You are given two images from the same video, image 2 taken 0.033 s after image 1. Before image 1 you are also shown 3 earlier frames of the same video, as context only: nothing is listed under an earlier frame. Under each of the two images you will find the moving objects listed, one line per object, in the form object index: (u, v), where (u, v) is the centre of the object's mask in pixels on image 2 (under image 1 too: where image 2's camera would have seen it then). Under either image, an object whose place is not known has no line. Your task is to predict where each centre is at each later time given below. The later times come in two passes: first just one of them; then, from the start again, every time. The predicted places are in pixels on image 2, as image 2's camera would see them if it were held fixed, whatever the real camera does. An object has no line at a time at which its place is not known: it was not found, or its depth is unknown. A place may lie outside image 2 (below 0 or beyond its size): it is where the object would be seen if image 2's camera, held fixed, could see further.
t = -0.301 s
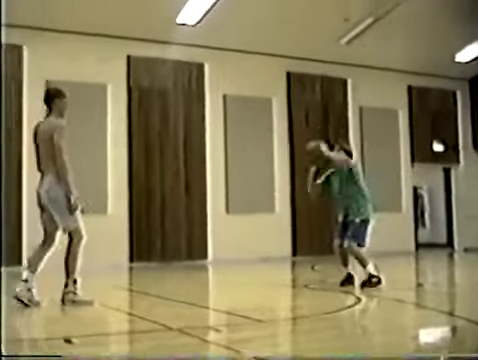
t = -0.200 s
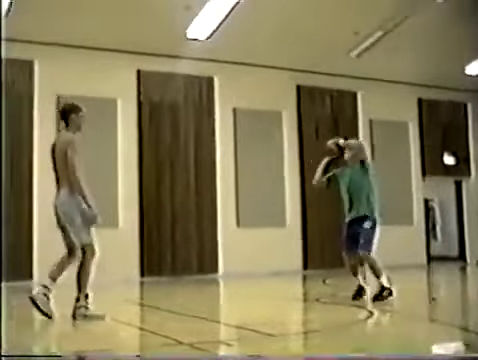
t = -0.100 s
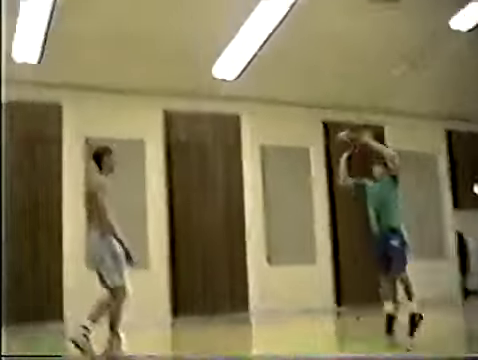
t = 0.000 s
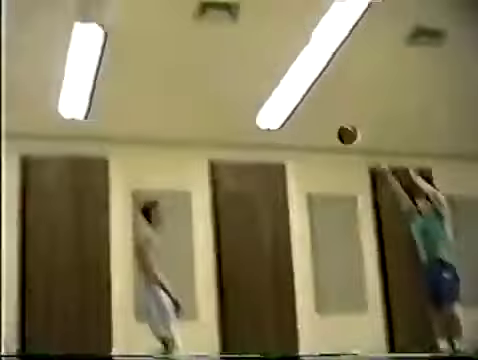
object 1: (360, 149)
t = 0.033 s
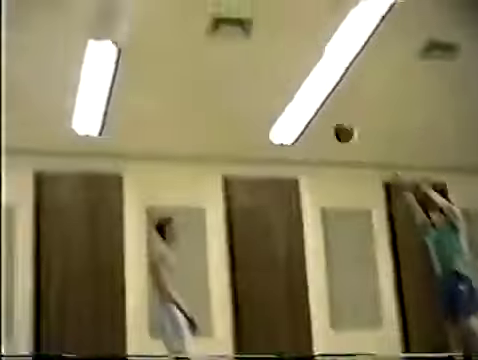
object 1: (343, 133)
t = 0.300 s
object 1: (208, 37)
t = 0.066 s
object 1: (326, 118)
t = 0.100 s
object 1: (311, 103)
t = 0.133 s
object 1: (290, 89)
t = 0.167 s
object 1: (276, 77)
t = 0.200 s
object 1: (258, 66)
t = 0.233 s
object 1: (241, 56)
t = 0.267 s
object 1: (225, 46)
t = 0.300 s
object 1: (208, 37)
